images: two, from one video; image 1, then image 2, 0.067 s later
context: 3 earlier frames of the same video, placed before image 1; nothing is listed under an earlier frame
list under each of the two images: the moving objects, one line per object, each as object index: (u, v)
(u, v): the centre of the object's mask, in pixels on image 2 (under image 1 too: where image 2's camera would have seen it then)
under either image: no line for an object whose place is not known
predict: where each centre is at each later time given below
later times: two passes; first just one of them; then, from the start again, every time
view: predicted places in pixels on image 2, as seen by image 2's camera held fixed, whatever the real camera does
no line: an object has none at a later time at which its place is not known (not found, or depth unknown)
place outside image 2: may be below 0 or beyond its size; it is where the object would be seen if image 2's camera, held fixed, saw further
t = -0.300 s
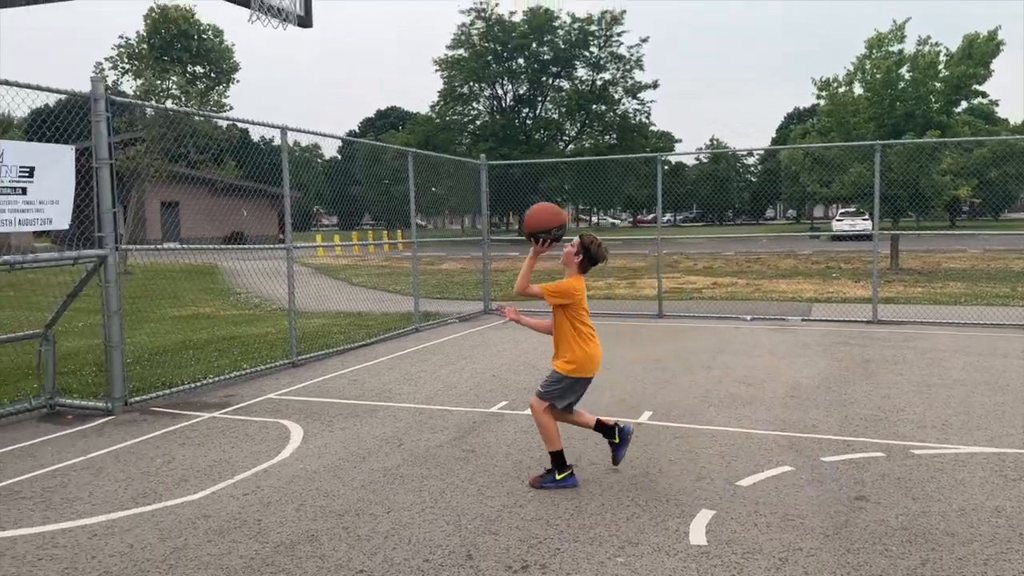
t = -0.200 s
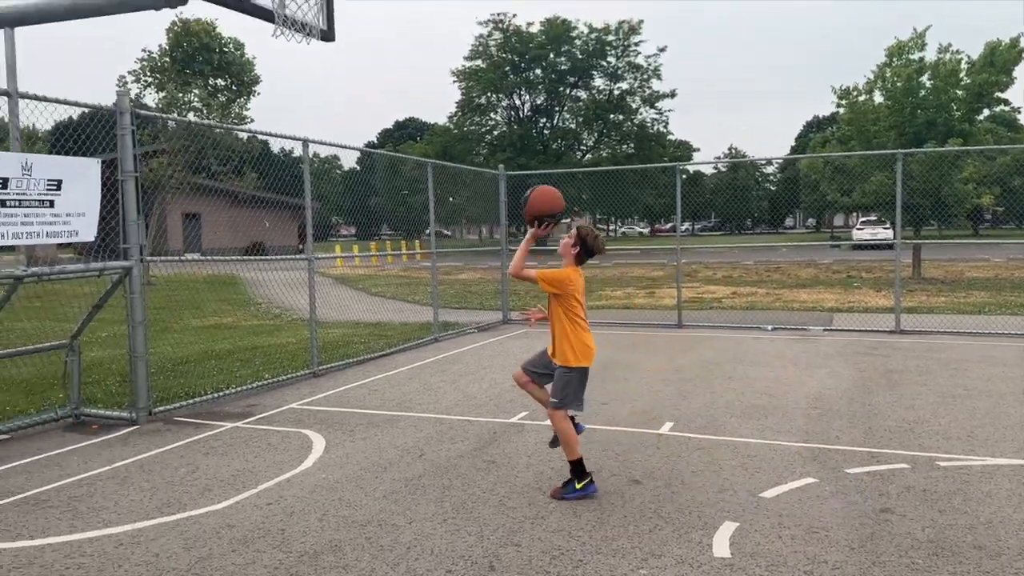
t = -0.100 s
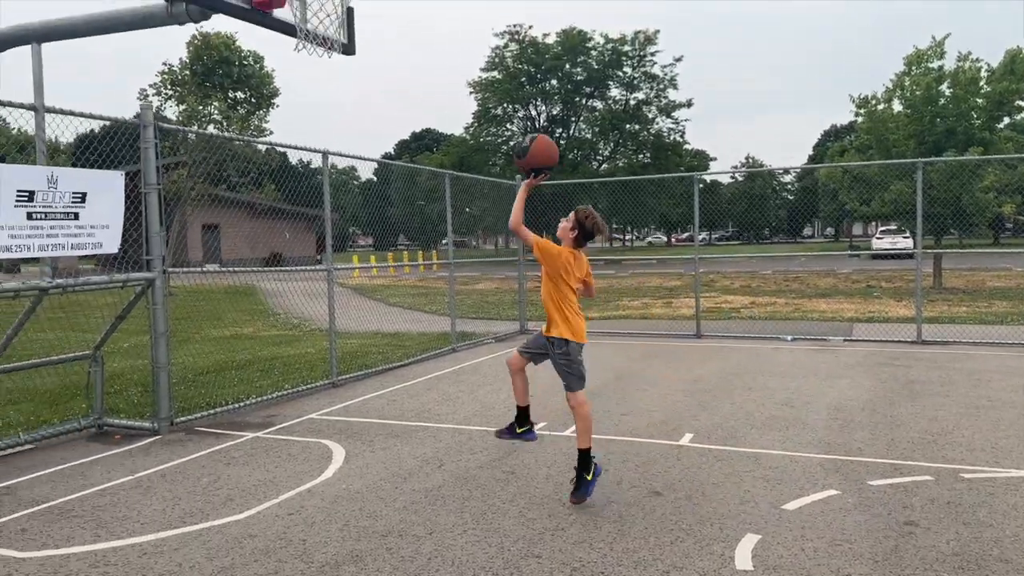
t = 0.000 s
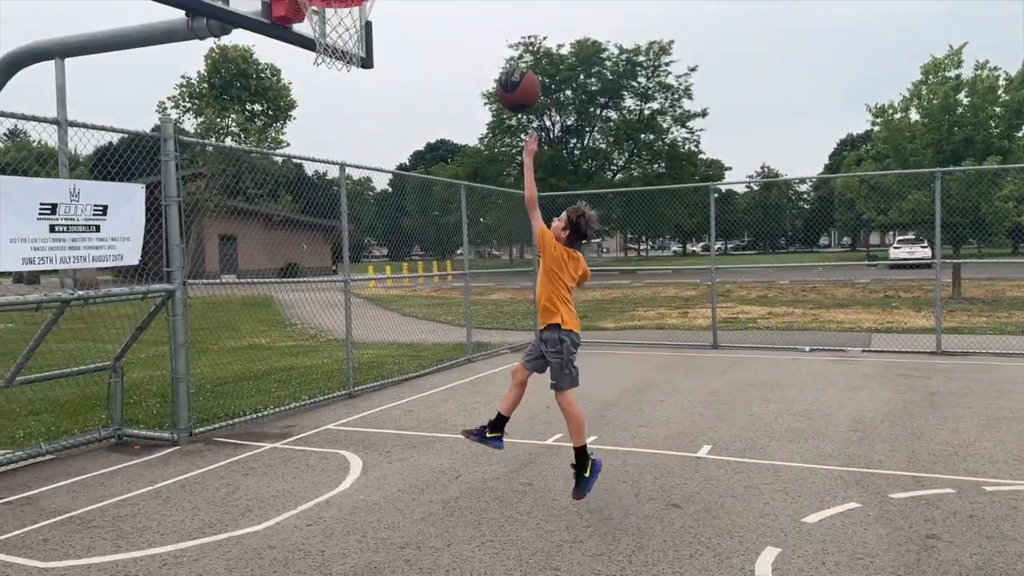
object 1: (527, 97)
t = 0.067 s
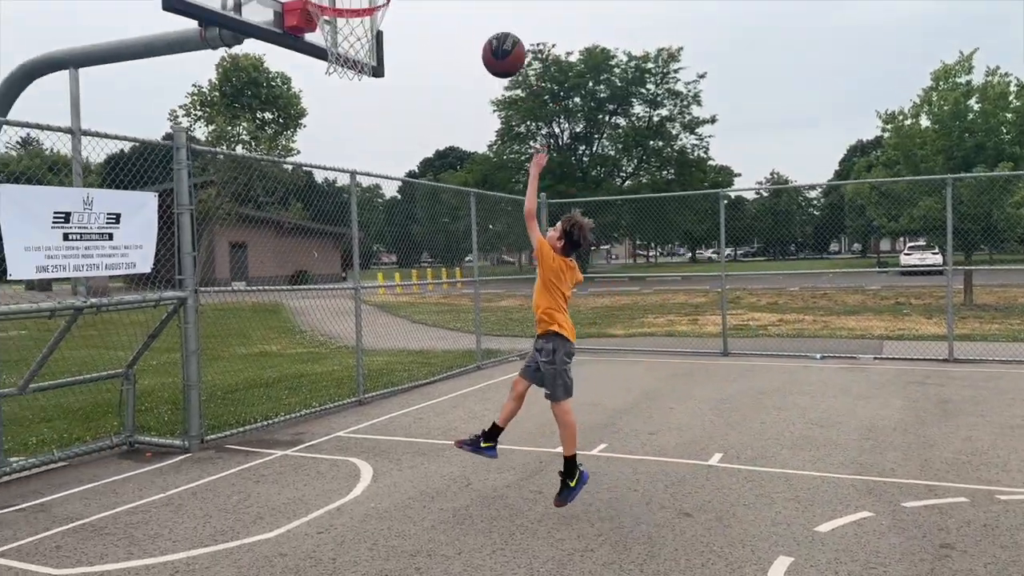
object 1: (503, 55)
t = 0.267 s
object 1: (437, -12)
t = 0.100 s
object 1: (492, 37)
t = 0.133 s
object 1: (481, 22)
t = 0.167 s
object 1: (470, 9)
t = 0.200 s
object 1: (459, 0)
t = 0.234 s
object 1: (448, -6)
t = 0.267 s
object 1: (437, -12)
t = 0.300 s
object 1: (427, -16)
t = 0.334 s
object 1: (417, -20)
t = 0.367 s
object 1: (406, -22)
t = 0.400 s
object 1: (396, -23)
